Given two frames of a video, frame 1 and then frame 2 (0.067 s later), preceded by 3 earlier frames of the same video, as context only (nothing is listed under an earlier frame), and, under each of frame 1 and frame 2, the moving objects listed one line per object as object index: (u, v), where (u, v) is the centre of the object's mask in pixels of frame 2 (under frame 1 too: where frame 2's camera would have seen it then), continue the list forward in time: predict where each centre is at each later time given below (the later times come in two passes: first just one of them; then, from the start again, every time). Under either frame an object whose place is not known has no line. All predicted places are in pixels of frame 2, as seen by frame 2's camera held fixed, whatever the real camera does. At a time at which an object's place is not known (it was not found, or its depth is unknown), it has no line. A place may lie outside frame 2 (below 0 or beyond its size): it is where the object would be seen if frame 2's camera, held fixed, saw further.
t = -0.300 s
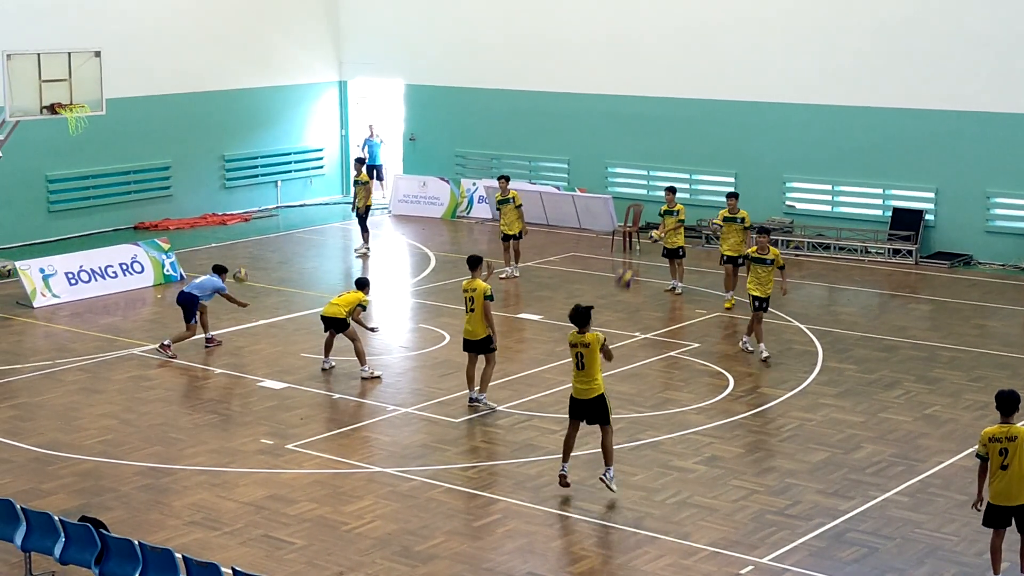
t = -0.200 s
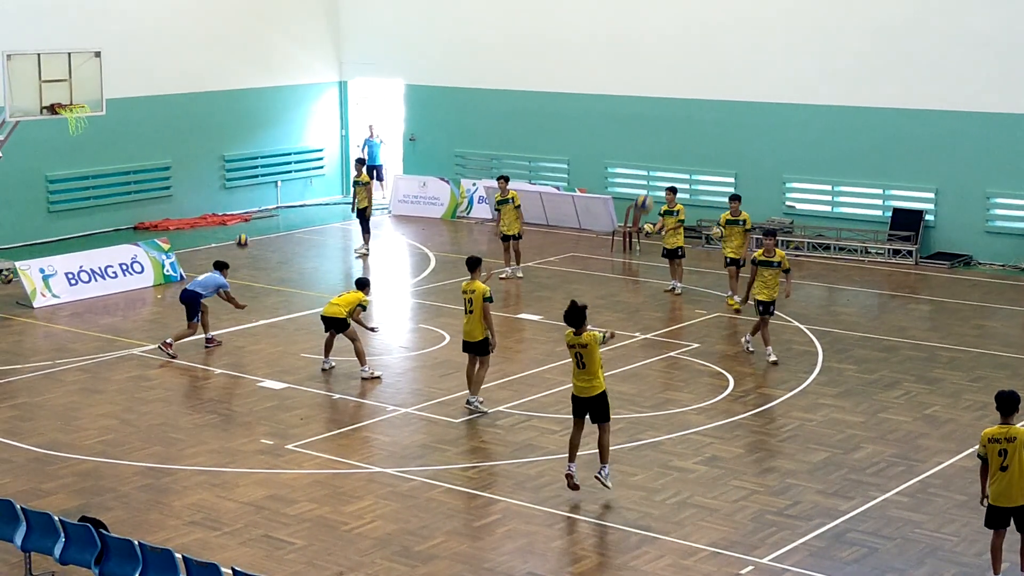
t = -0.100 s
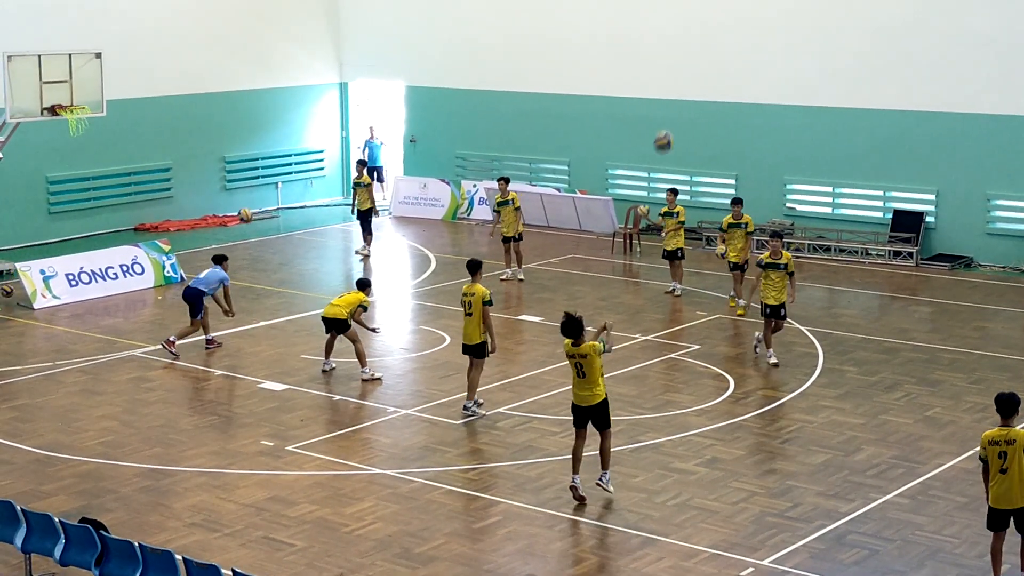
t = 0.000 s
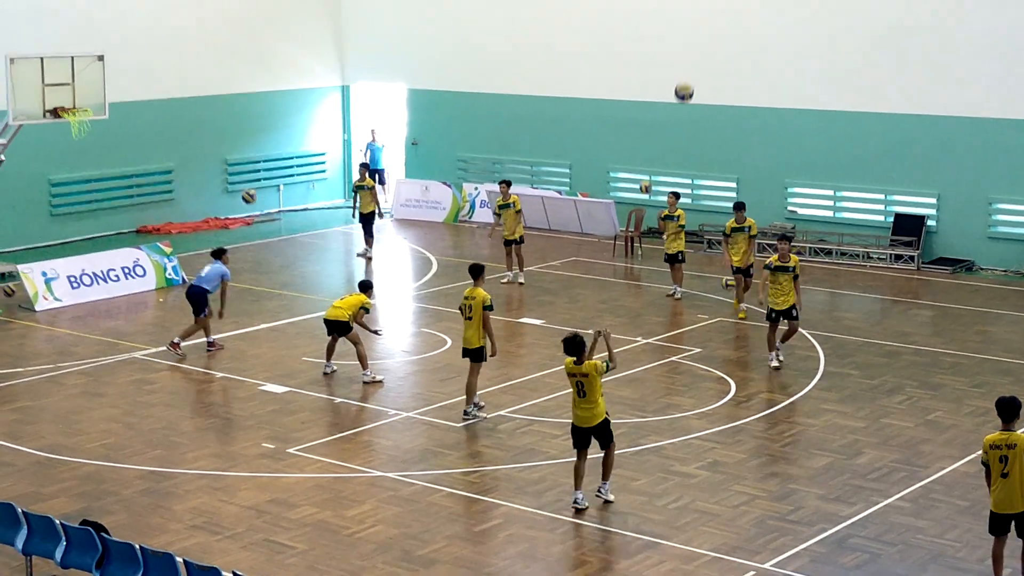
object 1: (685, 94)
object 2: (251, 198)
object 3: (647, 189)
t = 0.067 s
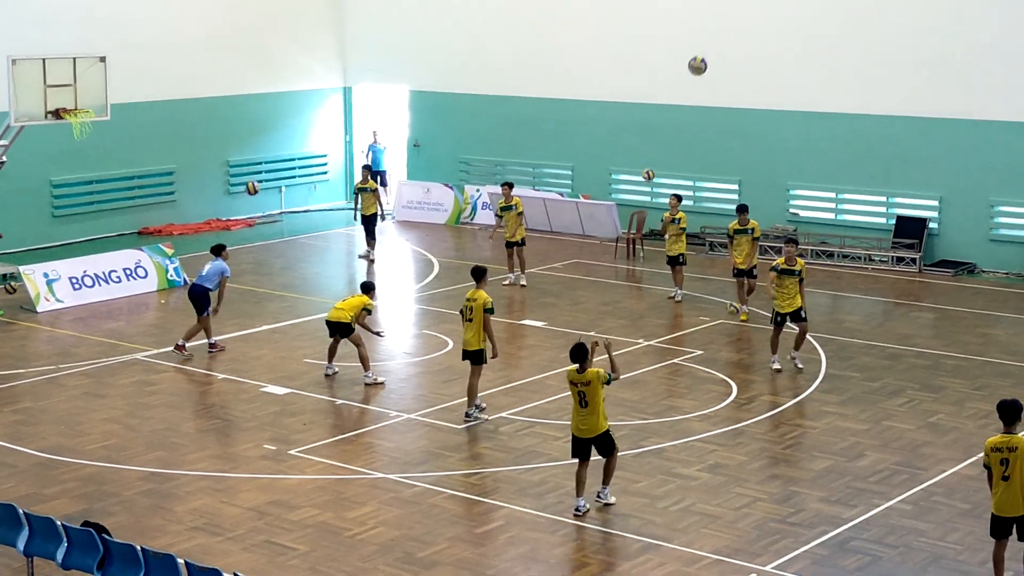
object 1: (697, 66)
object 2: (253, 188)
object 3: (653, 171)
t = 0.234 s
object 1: (725, 13)
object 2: (257, 176)
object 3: (650, 150)
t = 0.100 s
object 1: (703, 52)
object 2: (253, 184)
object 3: (654, 167)
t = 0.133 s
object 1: (710, 40)
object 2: (254, 181)
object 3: (649, 162)
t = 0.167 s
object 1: (714, 31)
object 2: (255, 179)
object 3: (649, 157)
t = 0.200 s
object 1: (720, 22)
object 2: (256, 177)
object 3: (650, 153)
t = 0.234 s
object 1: (725, 13)
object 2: (257, 176)
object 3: (650, 150)
